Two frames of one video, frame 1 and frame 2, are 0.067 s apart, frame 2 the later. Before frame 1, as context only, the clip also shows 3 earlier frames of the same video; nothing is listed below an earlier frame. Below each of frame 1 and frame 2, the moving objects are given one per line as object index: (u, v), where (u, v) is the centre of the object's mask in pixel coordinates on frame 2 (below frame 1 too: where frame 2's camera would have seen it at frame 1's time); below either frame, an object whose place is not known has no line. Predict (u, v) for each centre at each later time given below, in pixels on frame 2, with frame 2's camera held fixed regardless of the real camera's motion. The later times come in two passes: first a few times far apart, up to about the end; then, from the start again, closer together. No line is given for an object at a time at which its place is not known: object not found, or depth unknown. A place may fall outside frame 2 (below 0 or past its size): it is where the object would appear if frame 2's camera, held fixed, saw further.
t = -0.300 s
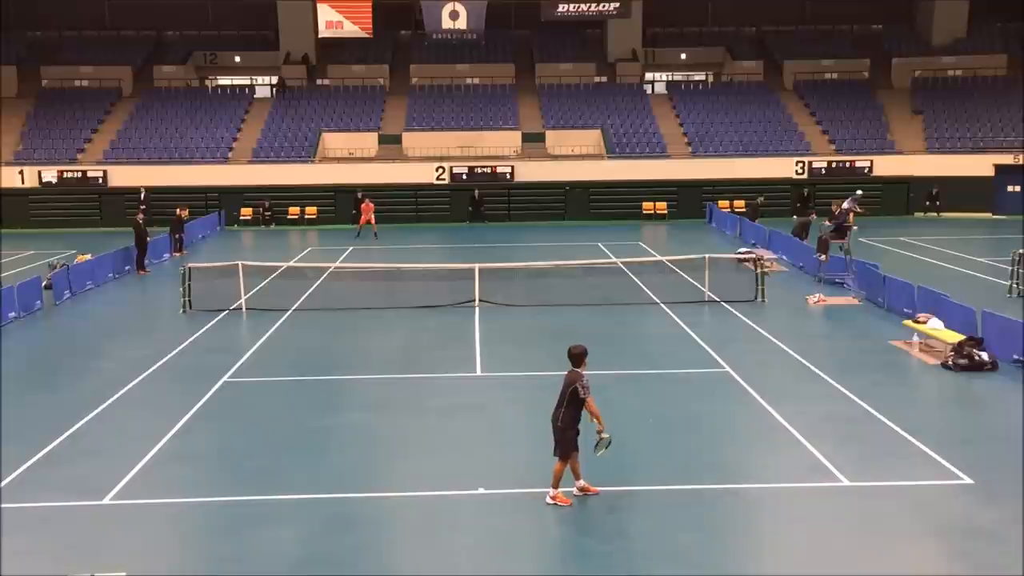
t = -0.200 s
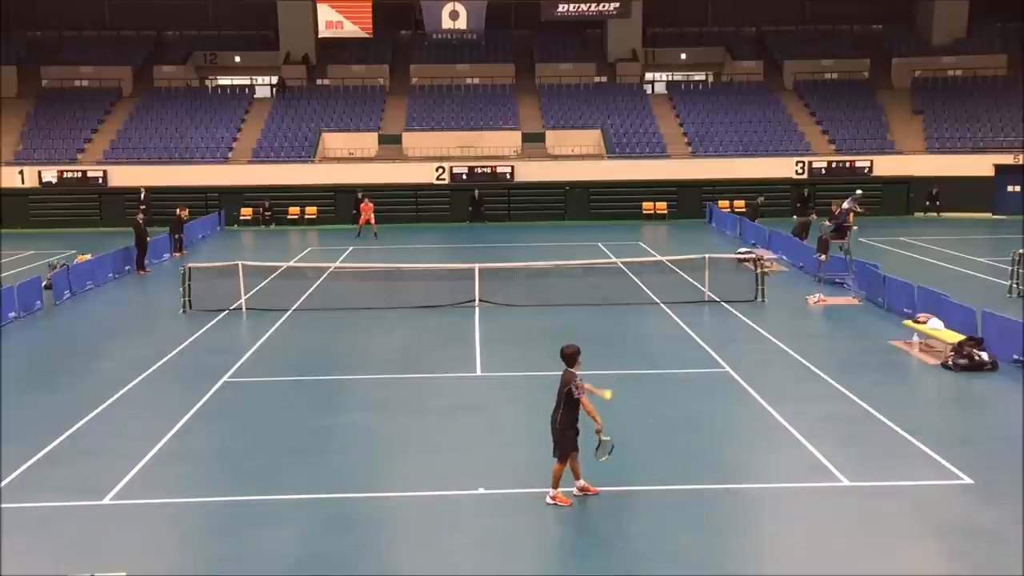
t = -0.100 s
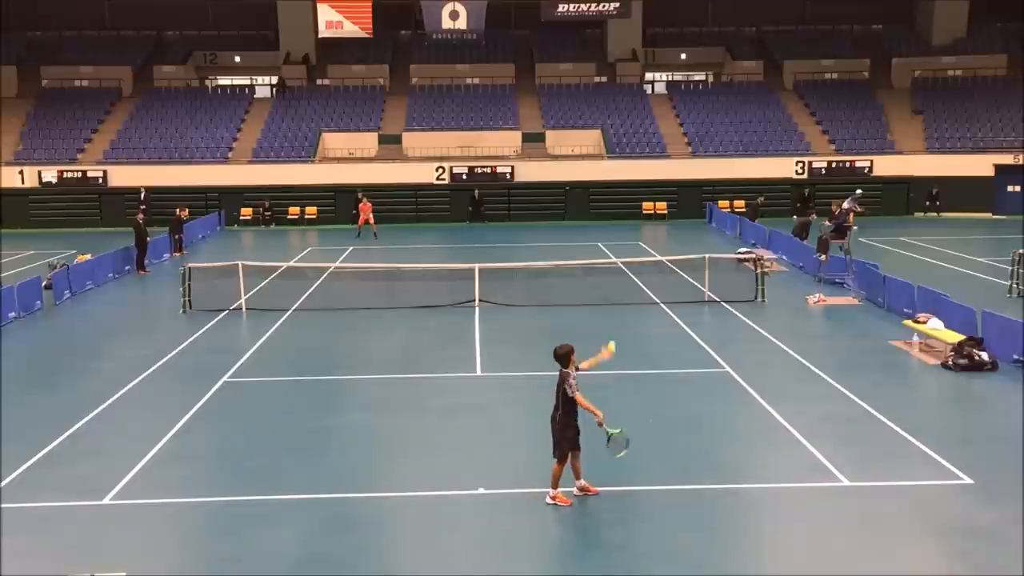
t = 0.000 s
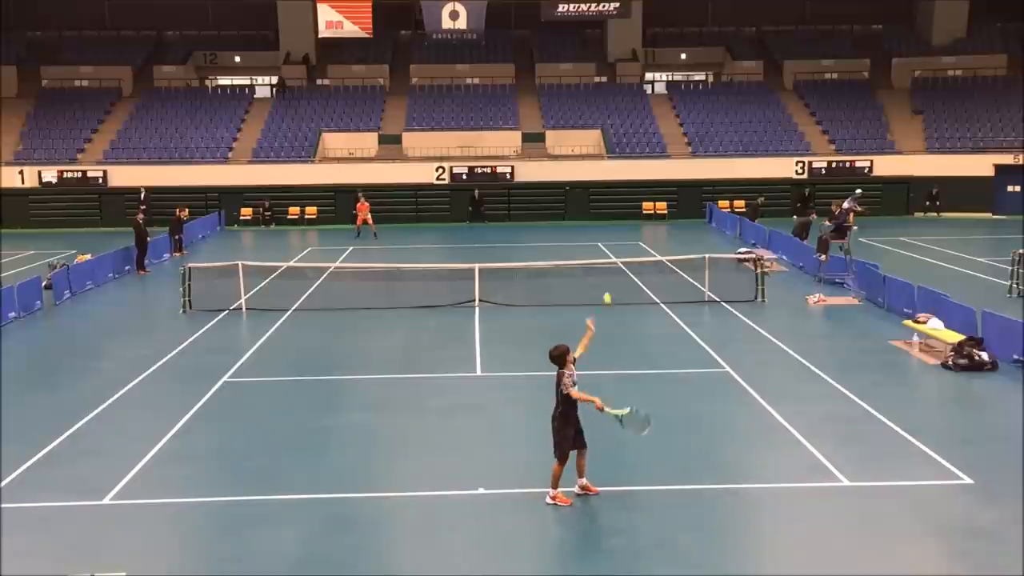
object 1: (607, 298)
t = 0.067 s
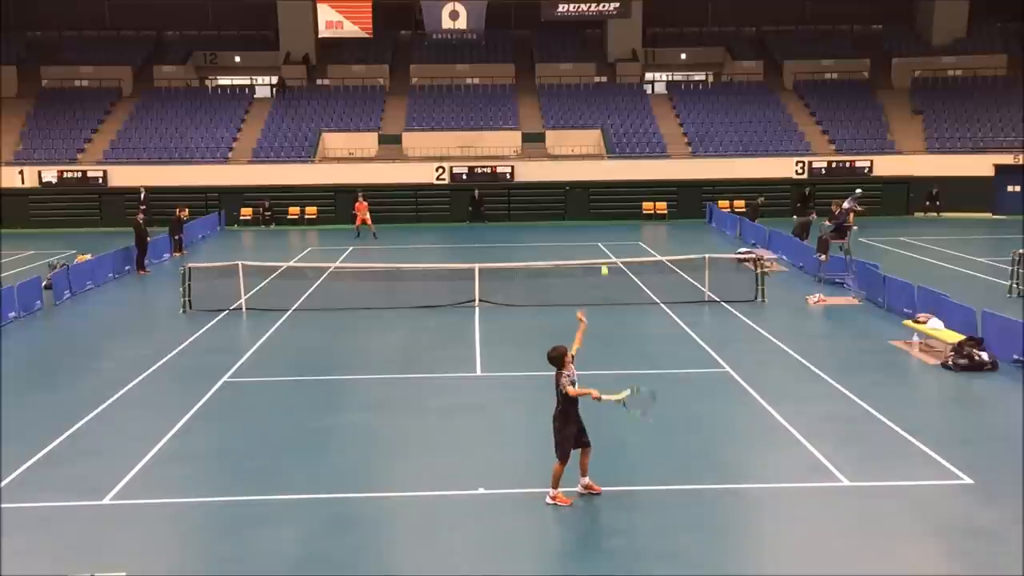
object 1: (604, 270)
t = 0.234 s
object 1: (597, 219)
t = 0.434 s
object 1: (588, 190)
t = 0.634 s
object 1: (580, 196)
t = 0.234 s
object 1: (597, 219)
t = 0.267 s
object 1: (595, 212)
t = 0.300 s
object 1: (594, 205)
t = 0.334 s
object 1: (593, 200)
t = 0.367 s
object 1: (591, 196)
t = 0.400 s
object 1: (590, 192)
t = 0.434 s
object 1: (588, 190)
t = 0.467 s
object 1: (587, 189)
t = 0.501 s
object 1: (586, 189)
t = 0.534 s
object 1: (584, 189)
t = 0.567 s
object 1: (583, 190)
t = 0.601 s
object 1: (582, 193)
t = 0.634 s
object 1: (580, 196)
